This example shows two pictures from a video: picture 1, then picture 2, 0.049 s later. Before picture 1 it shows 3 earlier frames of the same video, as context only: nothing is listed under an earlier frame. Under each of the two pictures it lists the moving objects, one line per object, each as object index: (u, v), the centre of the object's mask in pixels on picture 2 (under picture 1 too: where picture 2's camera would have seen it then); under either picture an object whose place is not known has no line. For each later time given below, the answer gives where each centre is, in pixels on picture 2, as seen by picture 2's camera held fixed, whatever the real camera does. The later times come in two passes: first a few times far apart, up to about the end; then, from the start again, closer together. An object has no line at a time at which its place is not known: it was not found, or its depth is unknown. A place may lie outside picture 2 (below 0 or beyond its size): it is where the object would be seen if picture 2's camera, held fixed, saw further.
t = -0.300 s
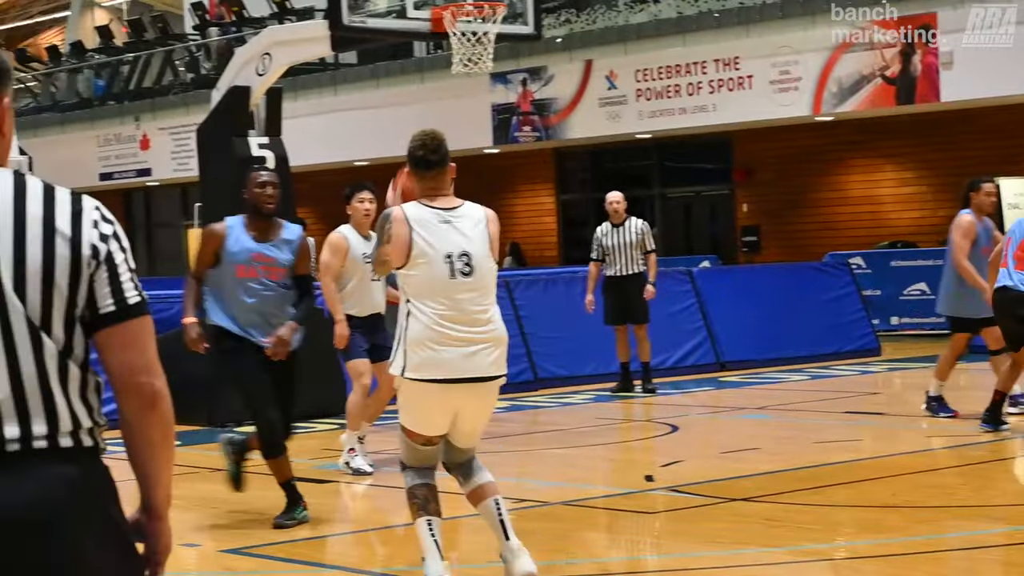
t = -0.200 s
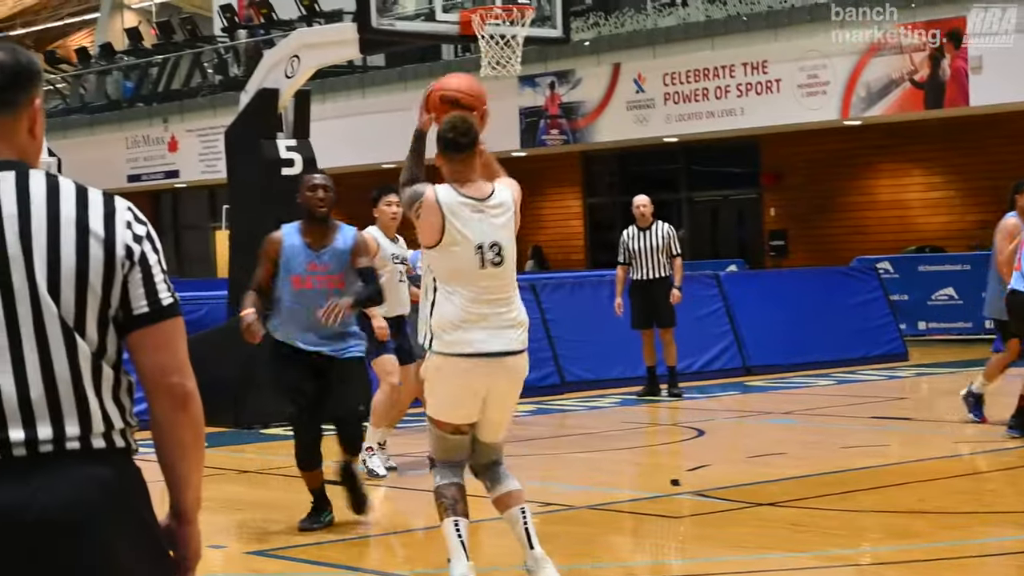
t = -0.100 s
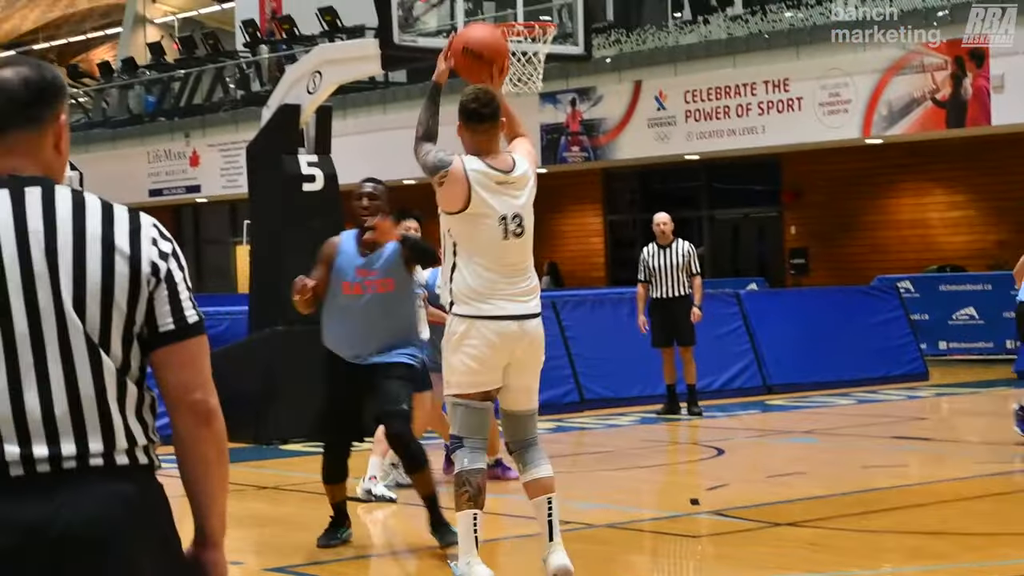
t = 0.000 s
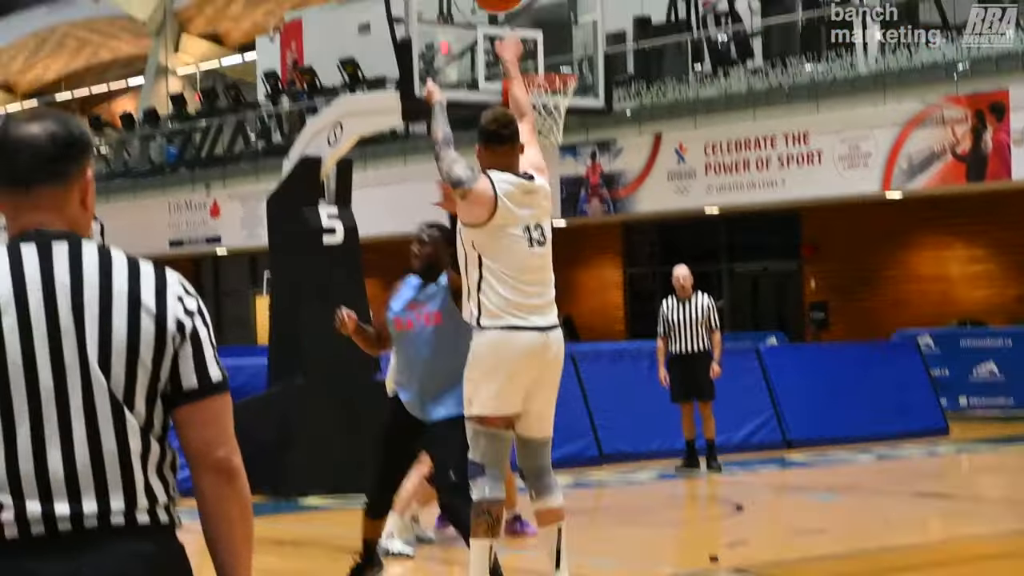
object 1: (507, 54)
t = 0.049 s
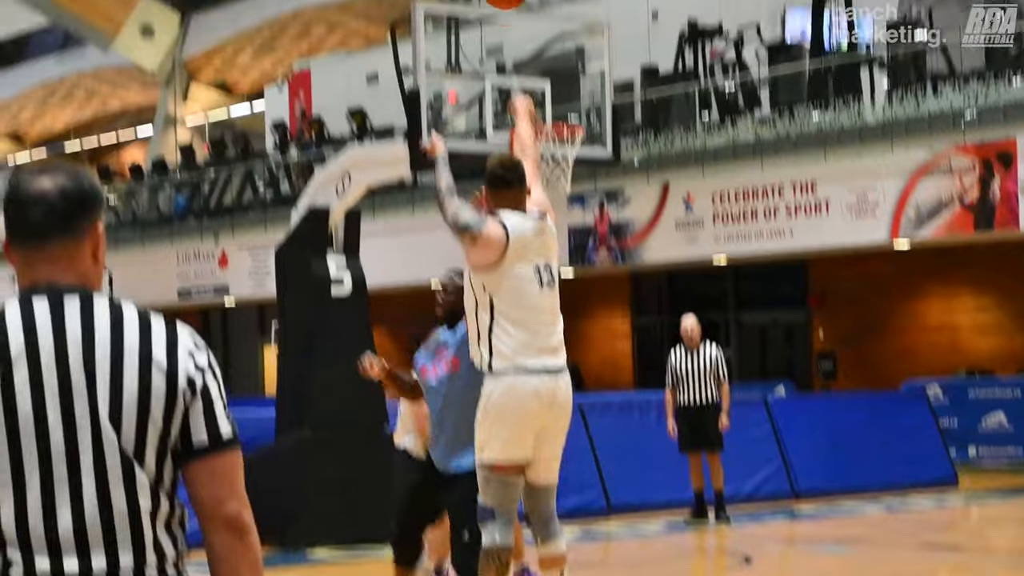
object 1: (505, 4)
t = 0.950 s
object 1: (513, 1)
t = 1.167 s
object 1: (499, 102)
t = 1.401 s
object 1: (470, 40)
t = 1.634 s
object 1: (466, 48)
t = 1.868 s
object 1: (463, 137)
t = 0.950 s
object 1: (513, 1)
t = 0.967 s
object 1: (514, 12)
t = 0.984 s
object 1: (514, 23)
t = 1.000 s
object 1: (515, 34)
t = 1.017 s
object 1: (515, 47)
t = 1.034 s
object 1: (516, 58)
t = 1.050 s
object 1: (516, 70)
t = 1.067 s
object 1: (517, 82)
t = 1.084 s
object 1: (517, 95)
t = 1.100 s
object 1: (518, 107)
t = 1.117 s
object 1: (517, 119)
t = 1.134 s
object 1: (512, 115)
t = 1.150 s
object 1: (506, 109)
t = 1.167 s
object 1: (499, 102)
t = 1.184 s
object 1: (494, 97)
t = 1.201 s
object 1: (486, 91)
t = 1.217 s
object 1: (479, 86)
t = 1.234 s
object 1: (474, 80)
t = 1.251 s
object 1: (474, 74)
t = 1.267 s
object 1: (473, 70)
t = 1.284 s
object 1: (474, 65)
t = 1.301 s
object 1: (473, 62)
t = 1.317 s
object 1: (472, 56)
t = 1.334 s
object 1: (472, 53)
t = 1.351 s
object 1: (472, 49)
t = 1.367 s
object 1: (471, 46)
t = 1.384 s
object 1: (471, 43)
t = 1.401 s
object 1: (470, 40)
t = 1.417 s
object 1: (470, 38)
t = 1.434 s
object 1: (470, 37)
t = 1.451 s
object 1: (469, 36)
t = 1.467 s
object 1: (469, 35)
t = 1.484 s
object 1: (469, 35)
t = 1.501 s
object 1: (469, 35)
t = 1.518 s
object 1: (468, 35)
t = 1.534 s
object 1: (468, 36)
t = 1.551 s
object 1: (468, 36)
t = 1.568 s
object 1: (467, 38)
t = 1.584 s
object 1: (467, 40)
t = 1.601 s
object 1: (467, 42)
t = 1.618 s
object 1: (466, 45)
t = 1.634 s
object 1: (466, 48)
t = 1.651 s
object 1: (466, 52)
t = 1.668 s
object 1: (466, 56)
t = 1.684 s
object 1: (466, 60)
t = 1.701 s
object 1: (465, 65)
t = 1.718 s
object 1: (465, 70)
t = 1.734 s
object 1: (465, 75)
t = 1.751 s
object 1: (465, 82)
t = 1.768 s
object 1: (464, 89)
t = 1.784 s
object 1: (464, 95)
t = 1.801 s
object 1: (464, 103)
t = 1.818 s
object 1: (464, 110)
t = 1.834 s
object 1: (464, 119)
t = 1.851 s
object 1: (463, 127)
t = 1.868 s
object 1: (463, 137)
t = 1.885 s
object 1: (463, 147)
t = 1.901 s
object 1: (463, 157)
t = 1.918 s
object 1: (463, 167)
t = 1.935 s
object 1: (463, 177)
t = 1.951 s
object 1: (463, 188)
